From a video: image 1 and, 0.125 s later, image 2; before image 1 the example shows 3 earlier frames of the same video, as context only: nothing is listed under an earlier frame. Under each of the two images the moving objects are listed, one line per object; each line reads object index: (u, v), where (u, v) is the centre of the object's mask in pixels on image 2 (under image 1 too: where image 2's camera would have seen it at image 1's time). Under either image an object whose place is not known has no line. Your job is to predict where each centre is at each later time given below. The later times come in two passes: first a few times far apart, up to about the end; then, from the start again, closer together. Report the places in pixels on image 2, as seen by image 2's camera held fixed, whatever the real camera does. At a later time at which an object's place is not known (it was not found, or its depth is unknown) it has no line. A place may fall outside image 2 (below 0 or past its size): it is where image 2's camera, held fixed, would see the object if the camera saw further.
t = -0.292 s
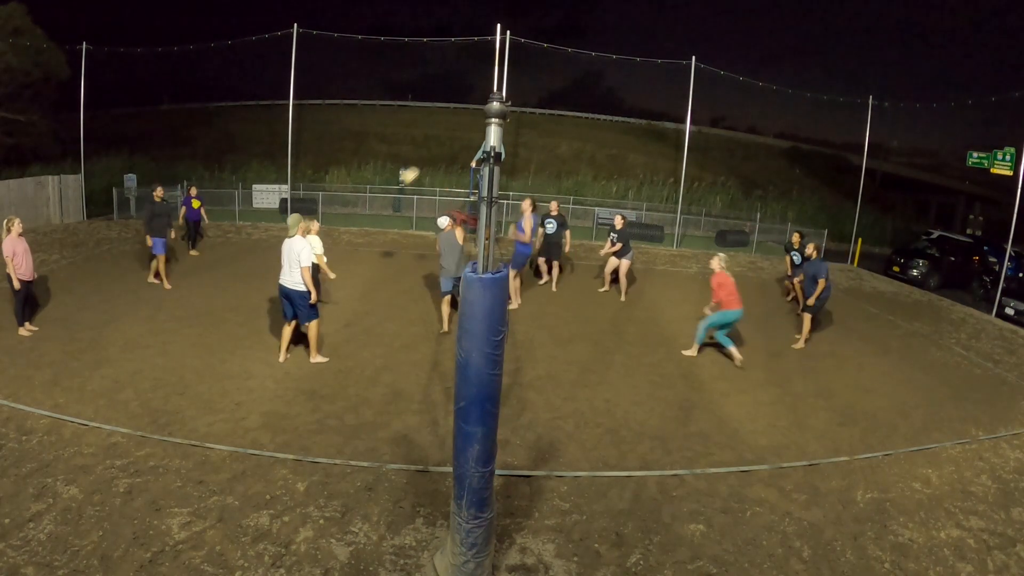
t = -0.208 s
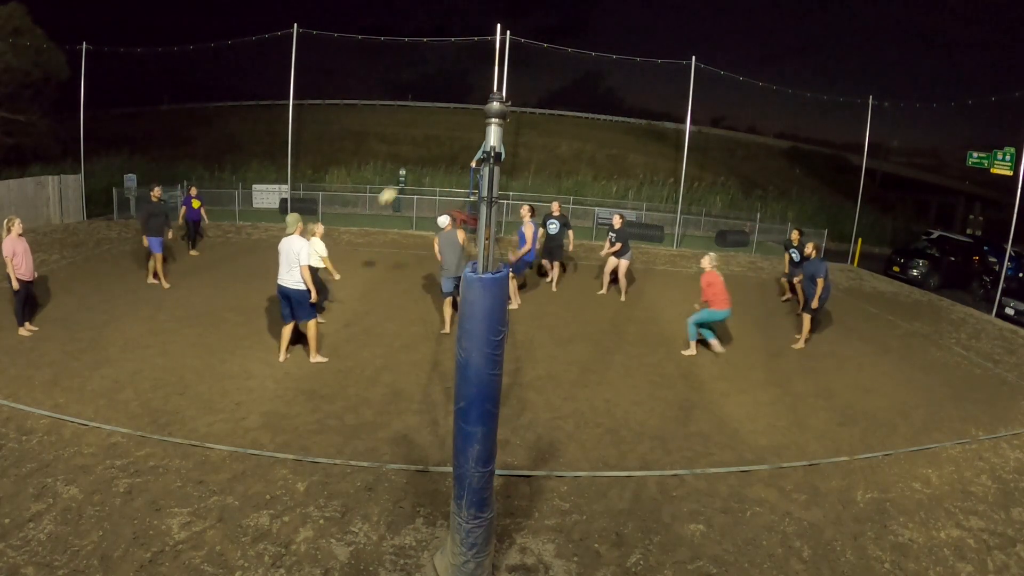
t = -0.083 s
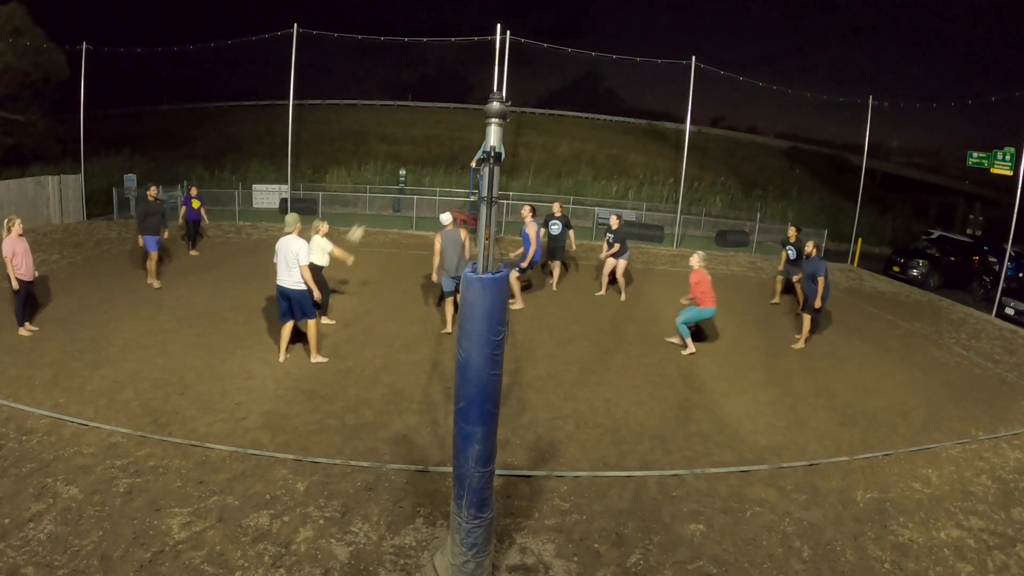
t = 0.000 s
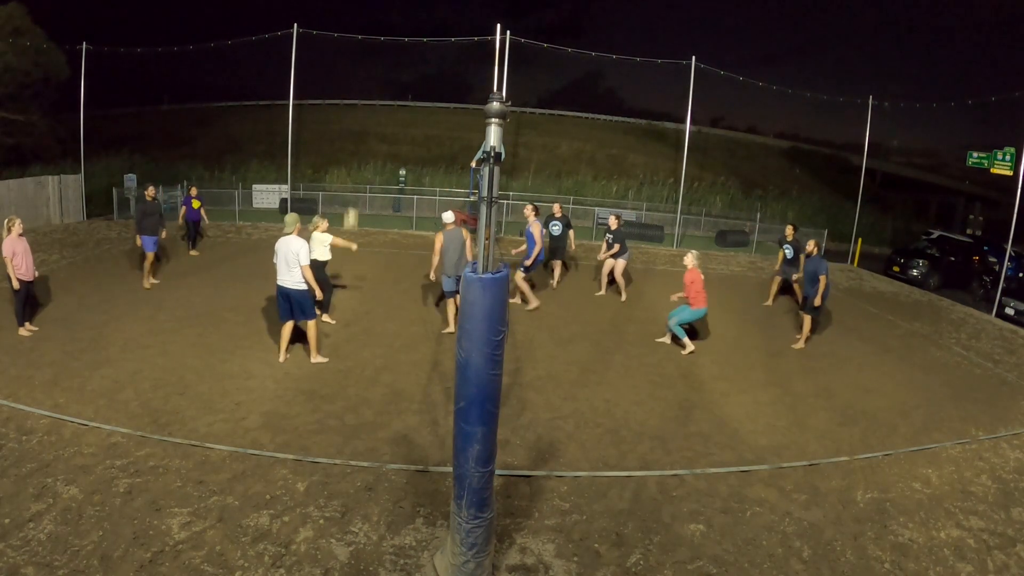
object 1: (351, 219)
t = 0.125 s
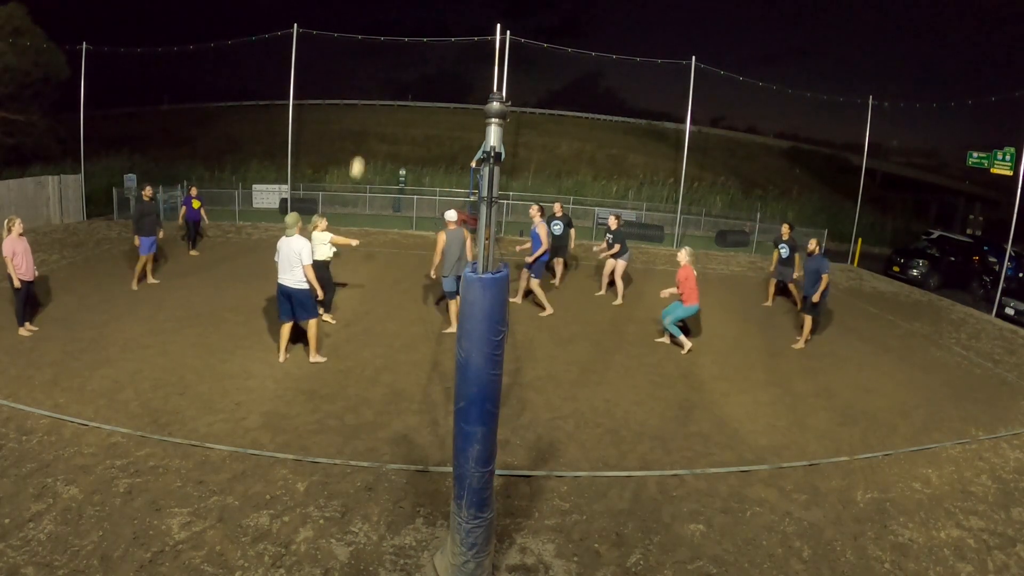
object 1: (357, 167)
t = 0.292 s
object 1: (366, 114)
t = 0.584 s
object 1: (383, 68)
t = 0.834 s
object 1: (394, 76)
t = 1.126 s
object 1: (404, 143)
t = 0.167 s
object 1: (359, 152)
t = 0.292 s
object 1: (366, 114)
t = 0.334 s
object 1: (369, 104)
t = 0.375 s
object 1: (371, 95)
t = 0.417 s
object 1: (374, 87)
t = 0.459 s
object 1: (375, 80)
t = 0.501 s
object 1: (378, 75)
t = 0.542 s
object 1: (380, 71)
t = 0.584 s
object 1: (383, 68)
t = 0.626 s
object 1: (385, 67)
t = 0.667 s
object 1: (387, 66)
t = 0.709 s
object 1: (389, 67)
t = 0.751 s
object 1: (390, 68)
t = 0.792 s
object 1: (392, 72)
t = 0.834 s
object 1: (394, 76)
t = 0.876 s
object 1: (395, 82)
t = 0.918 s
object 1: (397, 89)
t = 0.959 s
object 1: (398, 97)
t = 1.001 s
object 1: (400, 106)
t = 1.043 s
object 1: (401, 117)
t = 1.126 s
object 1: (404, 143)
